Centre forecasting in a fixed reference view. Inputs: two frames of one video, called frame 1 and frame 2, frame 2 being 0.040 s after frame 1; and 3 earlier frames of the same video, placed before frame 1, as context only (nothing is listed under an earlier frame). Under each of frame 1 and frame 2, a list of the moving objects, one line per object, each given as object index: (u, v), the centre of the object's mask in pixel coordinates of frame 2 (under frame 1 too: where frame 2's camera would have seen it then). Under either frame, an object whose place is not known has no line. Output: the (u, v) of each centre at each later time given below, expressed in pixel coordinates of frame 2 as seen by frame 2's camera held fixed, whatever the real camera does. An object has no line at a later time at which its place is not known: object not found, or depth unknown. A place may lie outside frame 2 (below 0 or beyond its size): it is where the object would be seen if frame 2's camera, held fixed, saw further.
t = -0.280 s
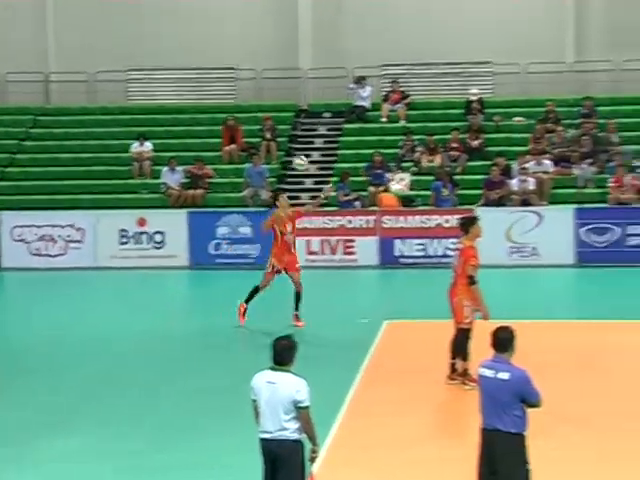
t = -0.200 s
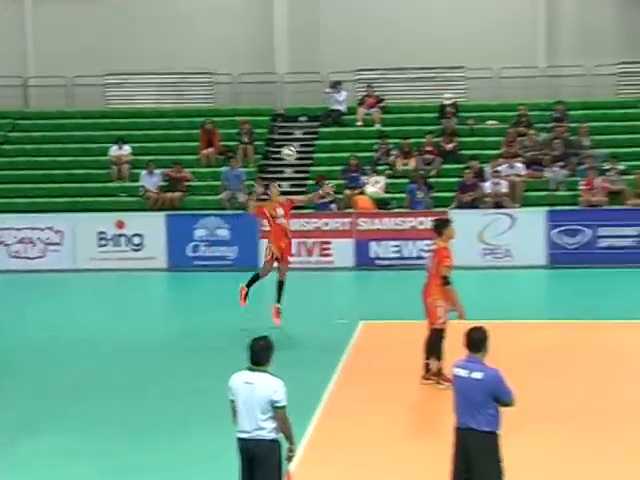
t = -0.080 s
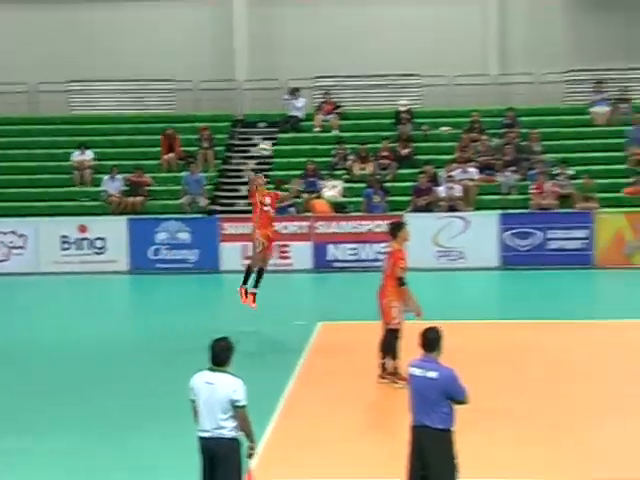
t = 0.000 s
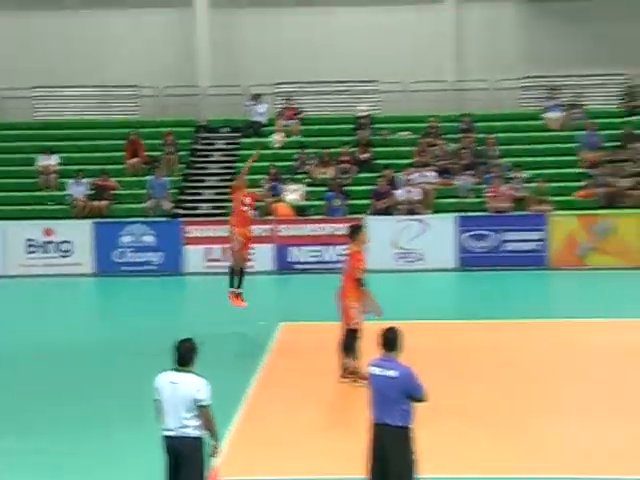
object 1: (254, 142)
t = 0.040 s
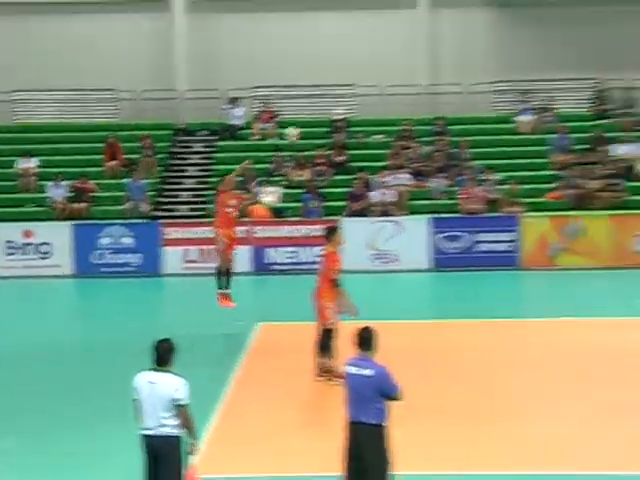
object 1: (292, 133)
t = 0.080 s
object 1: (330, 125)
